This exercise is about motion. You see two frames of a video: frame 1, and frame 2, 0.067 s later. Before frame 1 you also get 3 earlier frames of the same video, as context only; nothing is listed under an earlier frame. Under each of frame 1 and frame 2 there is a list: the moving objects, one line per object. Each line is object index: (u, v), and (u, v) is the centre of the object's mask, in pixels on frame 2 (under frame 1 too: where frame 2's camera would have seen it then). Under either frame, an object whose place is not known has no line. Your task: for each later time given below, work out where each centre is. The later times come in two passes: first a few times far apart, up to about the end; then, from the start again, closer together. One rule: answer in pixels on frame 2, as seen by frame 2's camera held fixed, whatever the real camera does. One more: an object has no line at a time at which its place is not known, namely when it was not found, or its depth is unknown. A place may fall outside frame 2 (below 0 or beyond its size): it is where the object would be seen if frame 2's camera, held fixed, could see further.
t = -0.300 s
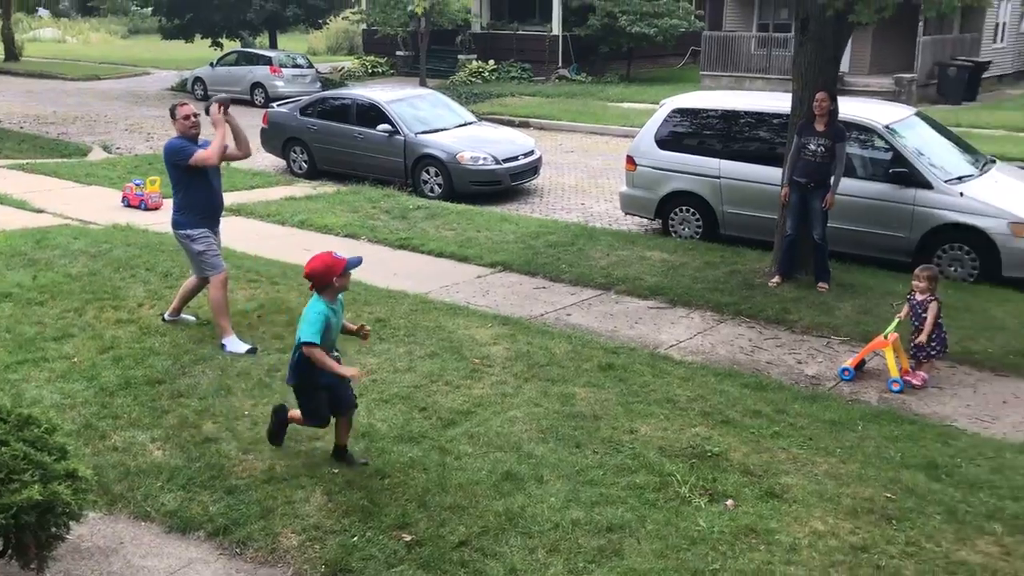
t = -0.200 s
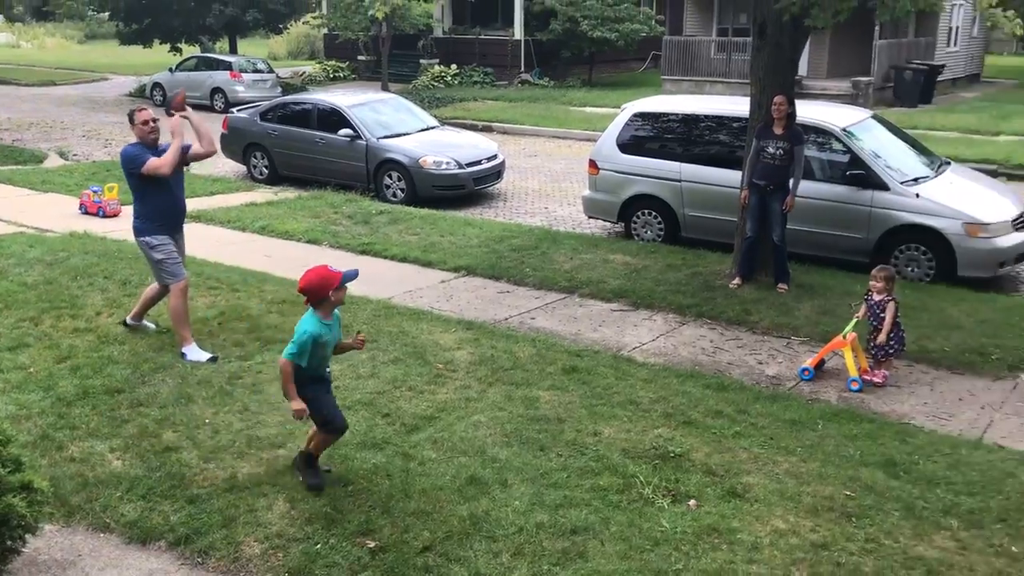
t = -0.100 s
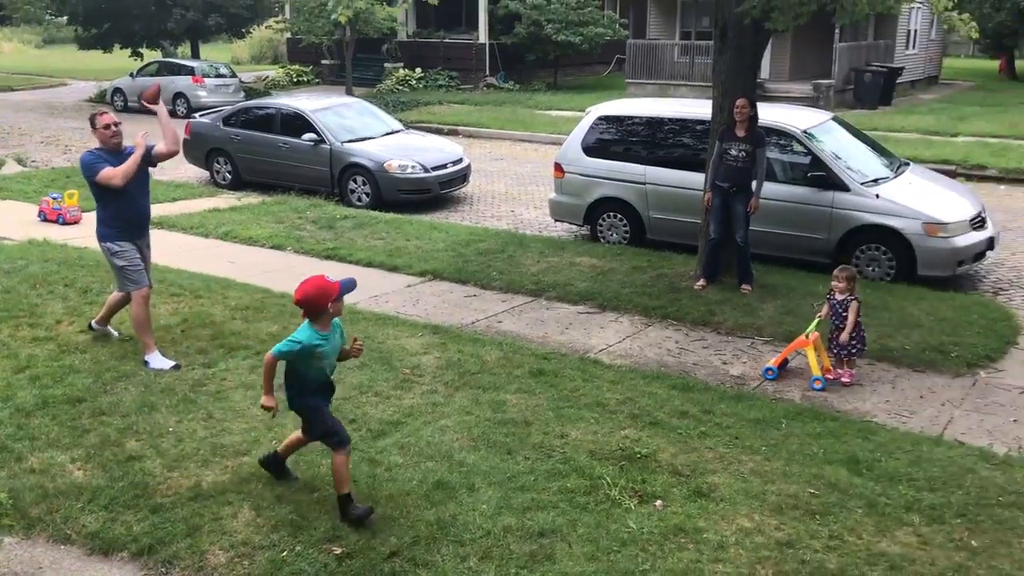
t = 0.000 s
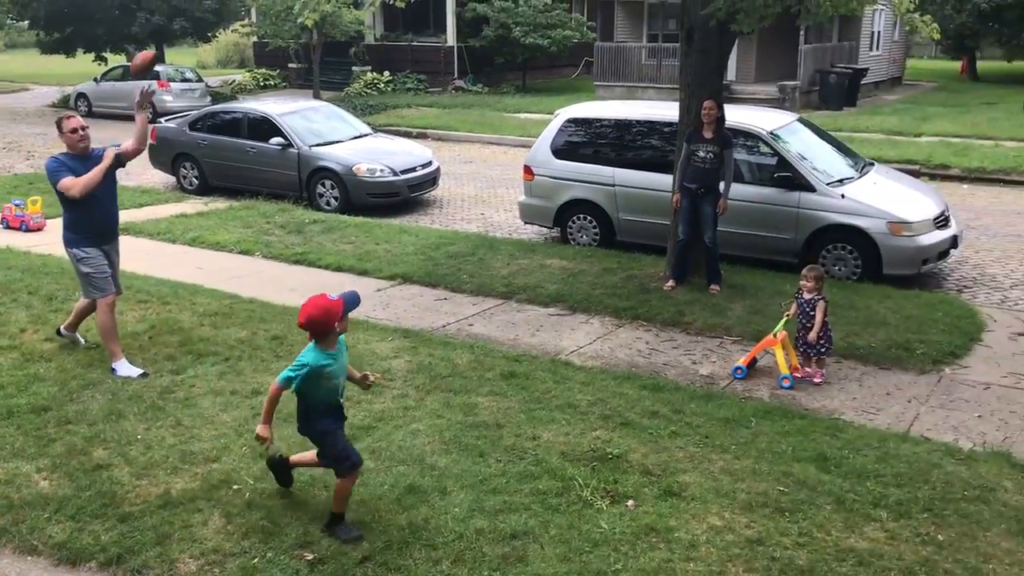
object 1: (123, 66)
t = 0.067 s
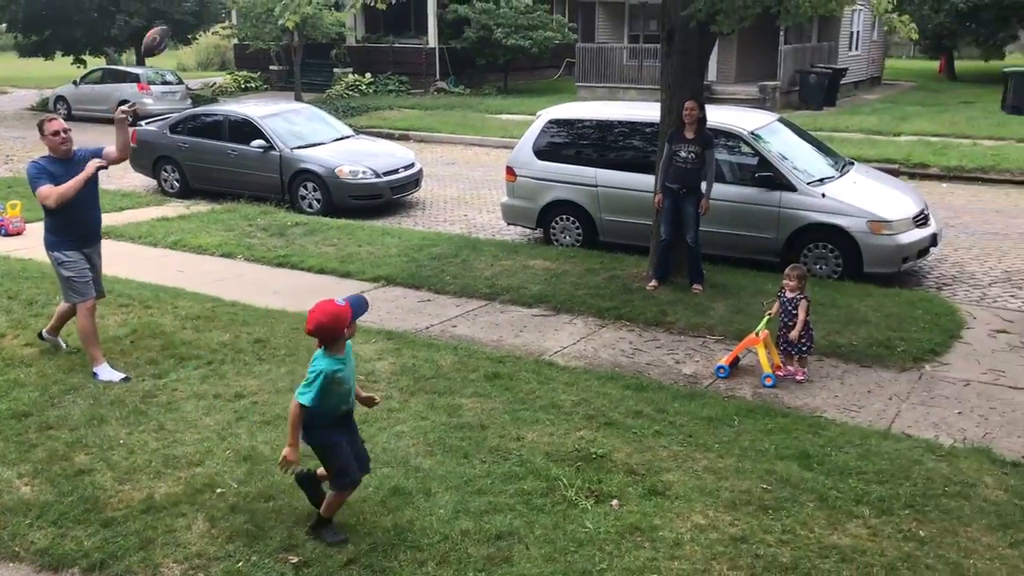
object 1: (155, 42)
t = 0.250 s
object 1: (268, 9)
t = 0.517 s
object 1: (507, 90)
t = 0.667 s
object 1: (692, 240)
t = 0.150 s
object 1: (202, 20)
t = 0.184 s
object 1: (222, 14)
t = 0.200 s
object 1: (232, 12)
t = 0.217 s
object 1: (243, 10)
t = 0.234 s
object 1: (255, 9)
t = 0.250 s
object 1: (268, 9)
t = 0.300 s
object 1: (304, 10)
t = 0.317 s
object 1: (317, 11)
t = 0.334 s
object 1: (331, 13)
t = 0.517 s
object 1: (507, 90)
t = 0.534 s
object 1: (526, 103)
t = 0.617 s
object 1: (627, 180)
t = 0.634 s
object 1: (649, 199)
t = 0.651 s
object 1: (670, 217)
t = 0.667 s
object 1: (692, 240)
